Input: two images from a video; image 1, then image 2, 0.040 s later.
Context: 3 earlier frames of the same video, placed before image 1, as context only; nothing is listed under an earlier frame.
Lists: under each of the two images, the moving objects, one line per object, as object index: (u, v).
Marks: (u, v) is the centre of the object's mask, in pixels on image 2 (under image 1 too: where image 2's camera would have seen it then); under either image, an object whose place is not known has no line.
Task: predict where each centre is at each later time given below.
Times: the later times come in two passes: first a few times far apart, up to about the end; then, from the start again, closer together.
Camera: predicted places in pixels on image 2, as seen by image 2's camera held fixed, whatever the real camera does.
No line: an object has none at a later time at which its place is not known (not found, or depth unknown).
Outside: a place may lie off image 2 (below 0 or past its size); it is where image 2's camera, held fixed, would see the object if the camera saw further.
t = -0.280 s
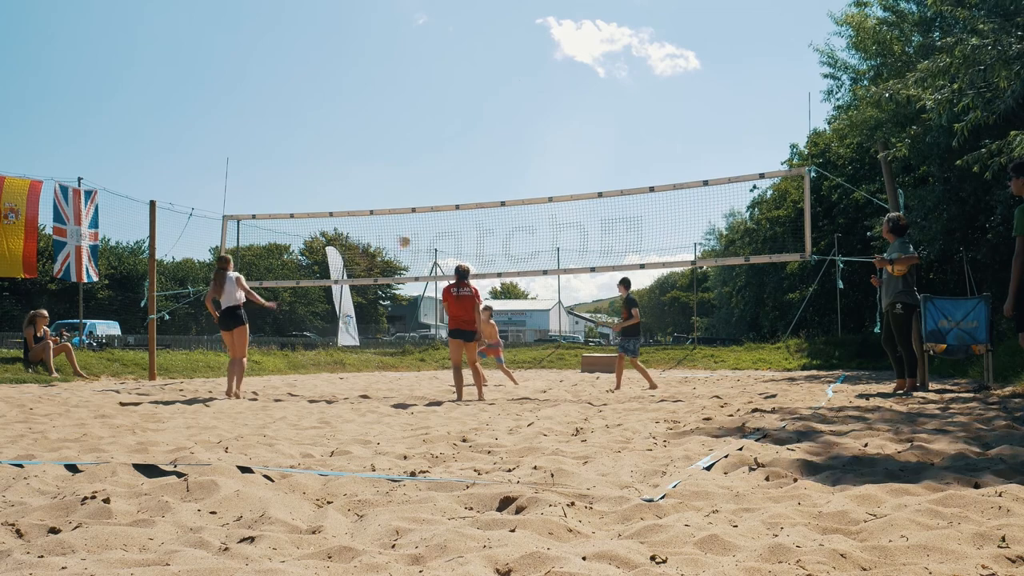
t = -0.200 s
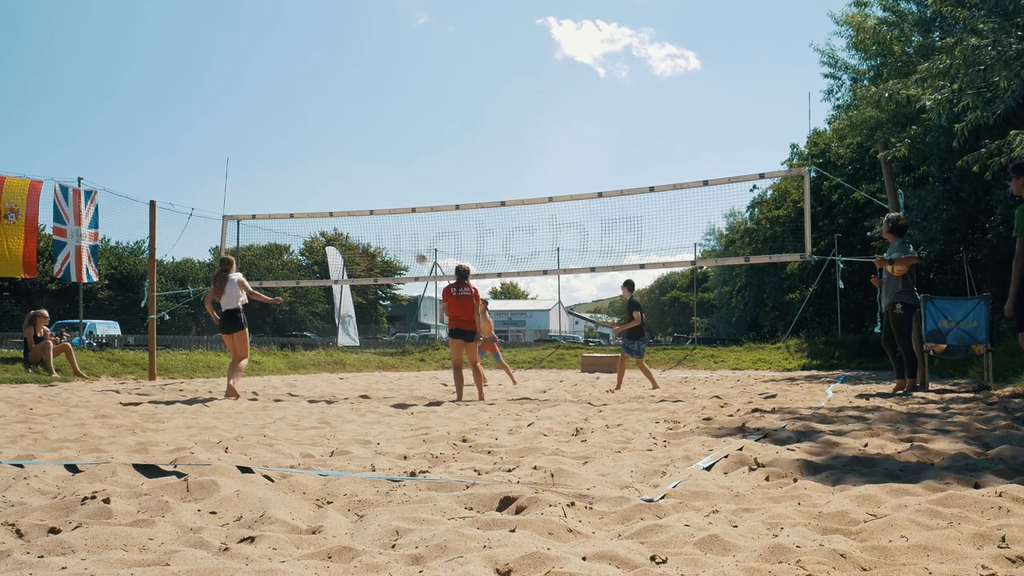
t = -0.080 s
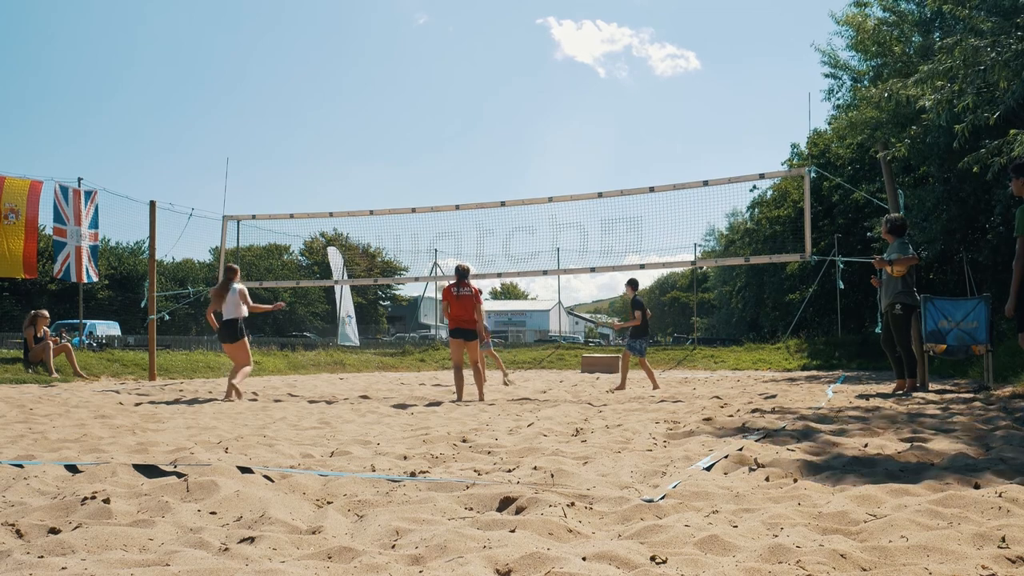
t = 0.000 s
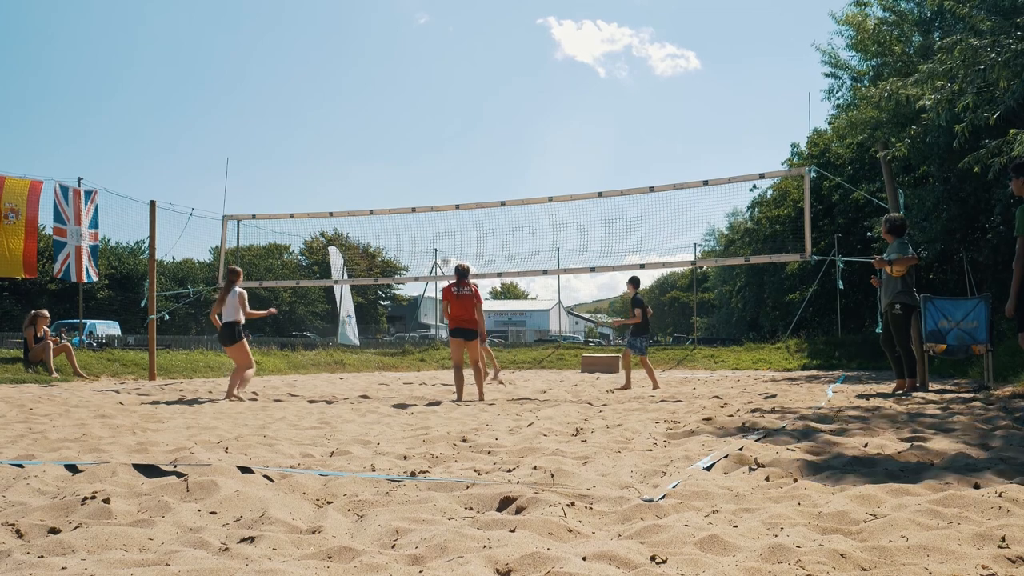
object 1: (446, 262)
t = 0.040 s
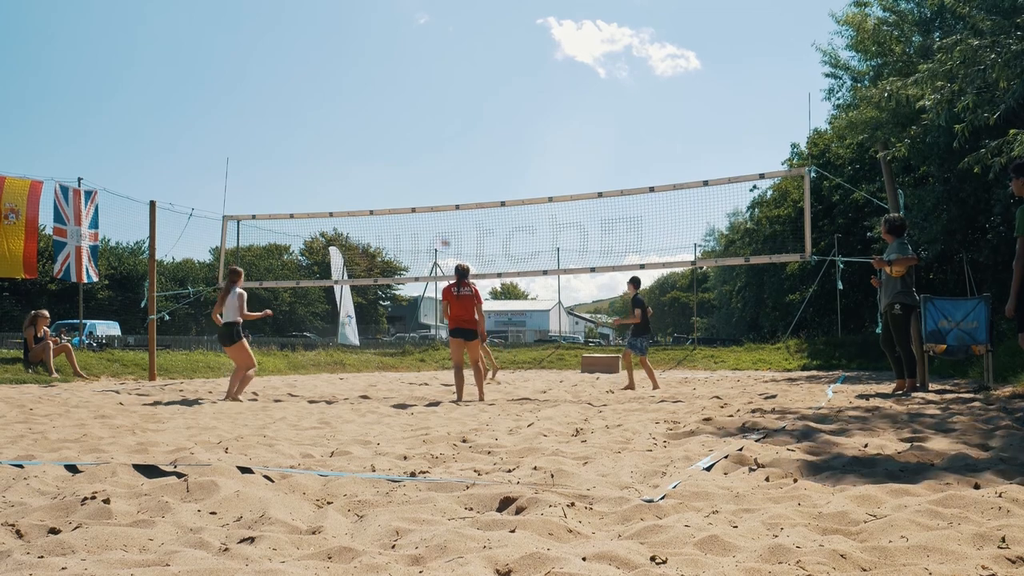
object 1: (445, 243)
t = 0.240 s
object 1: (449, 162)
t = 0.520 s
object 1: (455, 82)
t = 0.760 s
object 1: (461, 46)
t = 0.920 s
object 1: (466, 39)
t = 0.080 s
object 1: (446, 225)
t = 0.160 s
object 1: (447, 192)
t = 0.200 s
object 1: (448, 177)
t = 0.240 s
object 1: (449, 162)
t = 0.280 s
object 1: (449, 149)
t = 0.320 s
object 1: (450, 136)
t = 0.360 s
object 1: (451, 124)
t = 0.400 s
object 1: (452, 112)
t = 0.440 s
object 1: (453, 101)
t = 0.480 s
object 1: (454, 91)
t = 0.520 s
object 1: (455, 82)
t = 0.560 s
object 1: (456, 74)
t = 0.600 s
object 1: (457, 67)
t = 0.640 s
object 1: (458, 60)
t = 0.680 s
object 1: (459, 55)
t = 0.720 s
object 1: (461, 50)
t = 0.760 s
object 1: (461, 46)
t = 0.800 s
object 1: (463, 43)
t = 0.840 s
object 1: (464, 41)
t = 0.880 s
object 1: (465, 40)
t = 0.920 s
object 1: (466, 39)
